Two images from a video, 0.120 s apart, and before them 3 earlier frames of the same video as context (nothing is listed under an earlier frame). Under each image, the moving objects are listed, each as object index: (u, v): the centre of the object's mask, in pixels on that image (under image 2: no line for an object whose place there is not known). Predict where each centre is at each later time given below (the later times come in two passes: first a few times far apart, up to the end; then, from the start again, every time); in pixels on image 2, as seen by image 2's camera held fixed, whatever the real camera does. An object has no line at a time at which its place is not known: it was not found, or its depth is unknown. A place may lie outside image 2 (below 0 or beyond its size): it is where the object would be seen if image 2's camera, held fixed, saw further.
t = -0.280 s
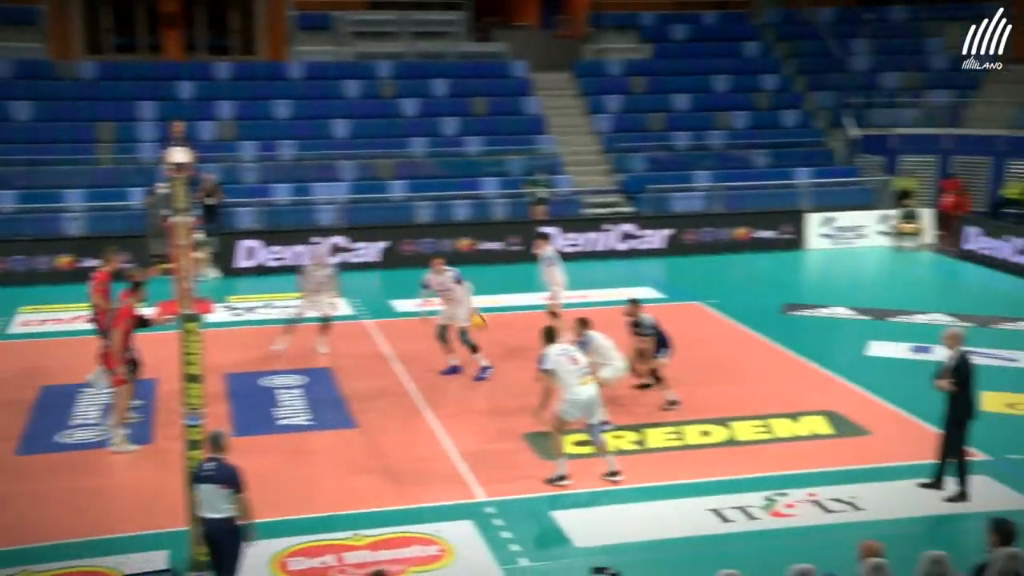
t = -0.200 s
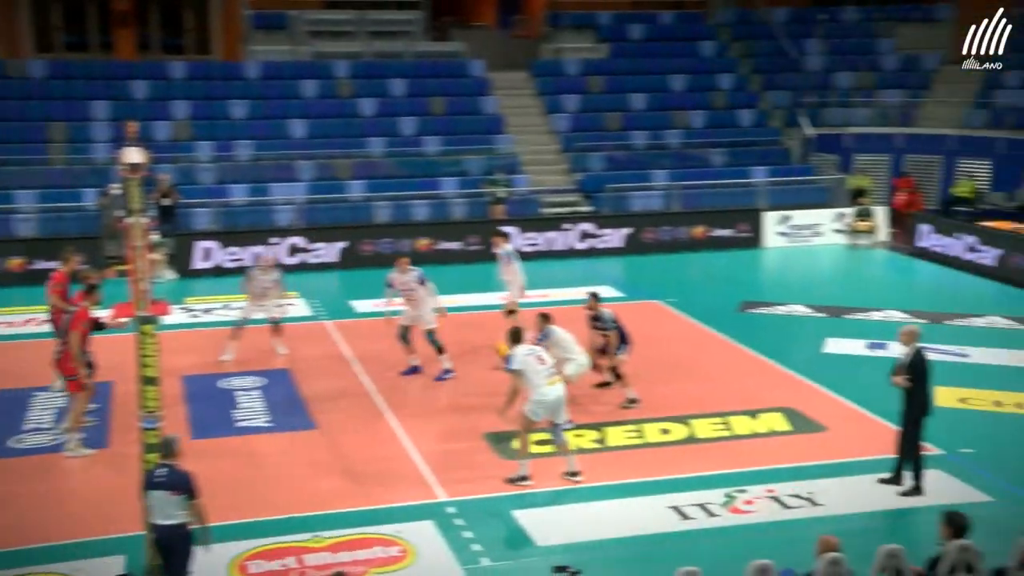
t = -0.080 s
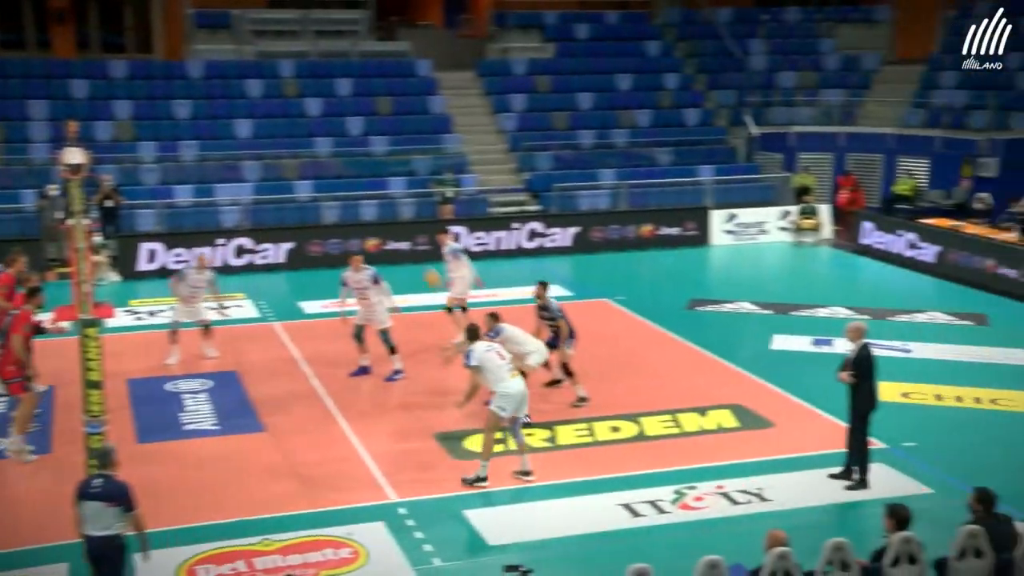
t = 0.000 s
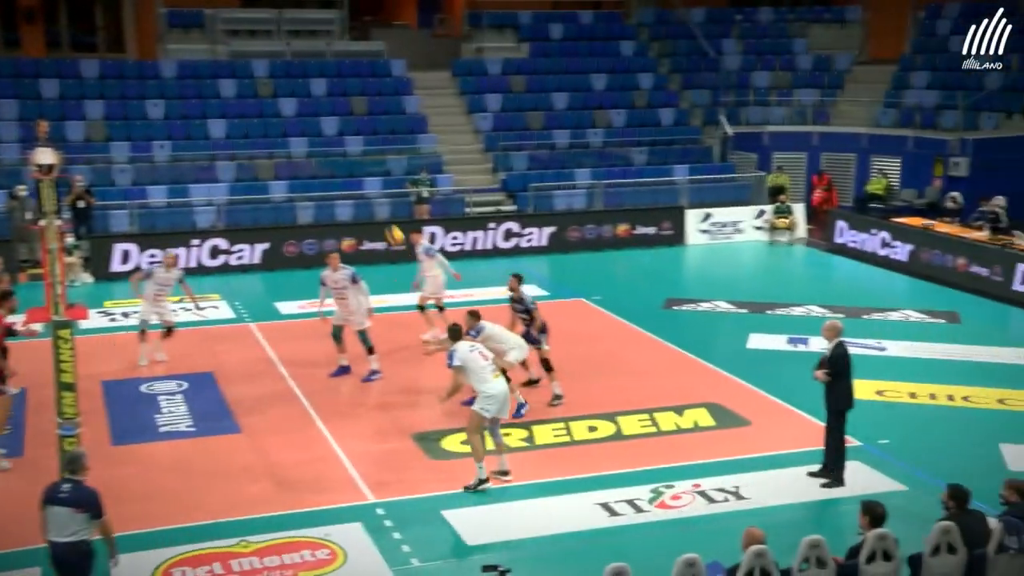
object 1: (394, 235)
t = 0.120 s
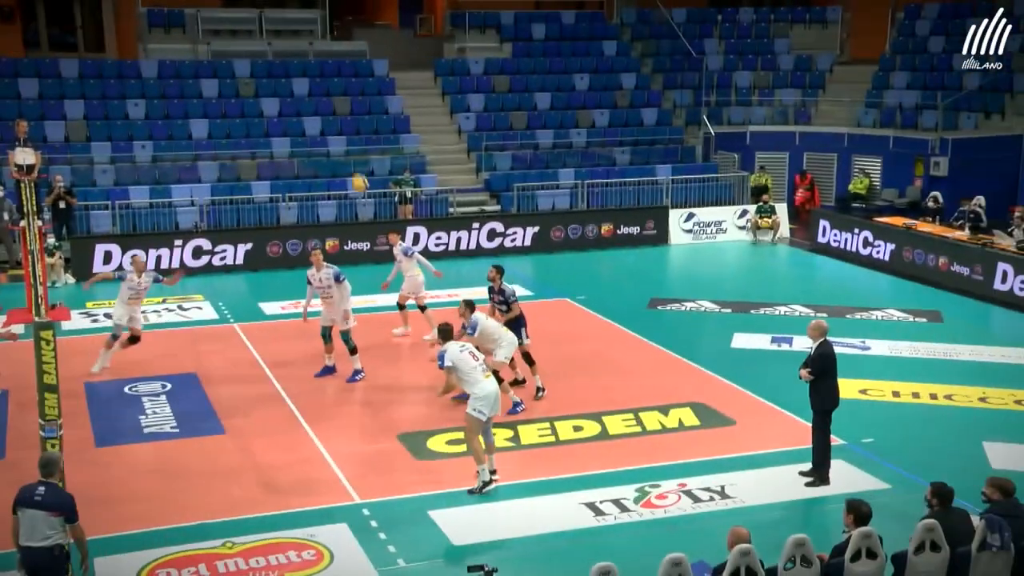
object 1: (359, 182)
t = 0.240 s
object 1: (341, 140)
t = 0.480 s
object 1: (307, 90)
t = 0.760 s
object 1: (272, 84)
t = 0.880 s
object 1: (258, 98)
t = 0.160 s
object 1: (353, 167)
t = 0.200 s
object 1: (347, 154)
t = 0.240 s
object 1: (341, 140)
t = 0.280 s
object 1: (335, 128)
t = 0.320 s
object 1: (329, 119)
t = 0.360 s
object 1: (324, 109)
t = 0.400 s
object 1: (318, 102)
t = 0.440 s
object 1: (312, 95)
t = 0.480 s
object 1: (307, 90)
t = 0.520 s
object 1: (302, 85)
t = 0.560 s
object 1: (296, 82)
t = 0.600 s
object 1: (291, 80)
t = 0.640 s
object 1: (286, 79)
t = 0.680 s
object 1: (281, 79)
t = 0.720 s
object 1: (277, 81)
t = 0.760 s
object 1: (272, 84)
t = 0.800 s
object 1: (267, 88)
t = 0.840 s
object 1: (263, 92)
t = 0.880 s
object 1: (258, 98)
